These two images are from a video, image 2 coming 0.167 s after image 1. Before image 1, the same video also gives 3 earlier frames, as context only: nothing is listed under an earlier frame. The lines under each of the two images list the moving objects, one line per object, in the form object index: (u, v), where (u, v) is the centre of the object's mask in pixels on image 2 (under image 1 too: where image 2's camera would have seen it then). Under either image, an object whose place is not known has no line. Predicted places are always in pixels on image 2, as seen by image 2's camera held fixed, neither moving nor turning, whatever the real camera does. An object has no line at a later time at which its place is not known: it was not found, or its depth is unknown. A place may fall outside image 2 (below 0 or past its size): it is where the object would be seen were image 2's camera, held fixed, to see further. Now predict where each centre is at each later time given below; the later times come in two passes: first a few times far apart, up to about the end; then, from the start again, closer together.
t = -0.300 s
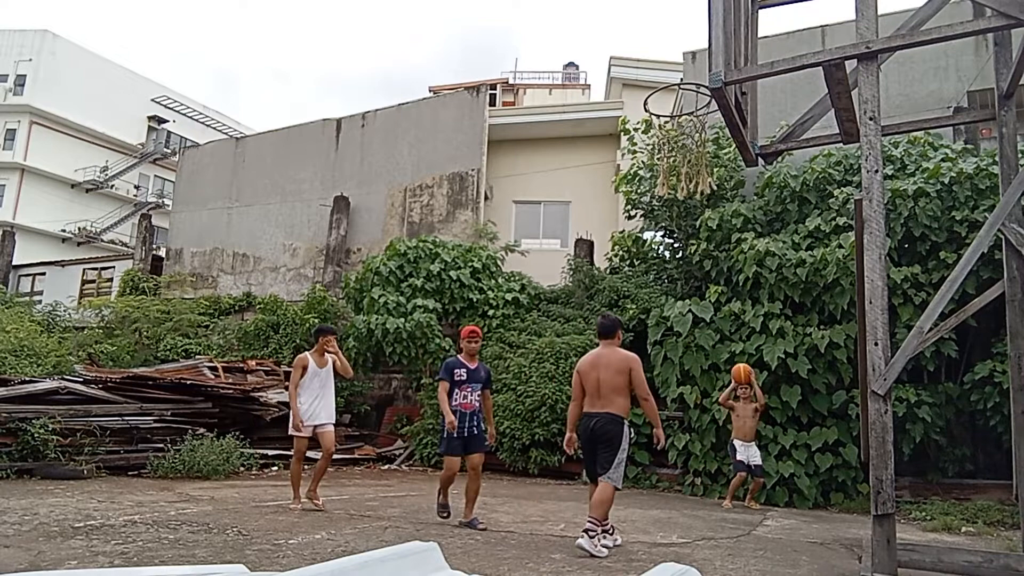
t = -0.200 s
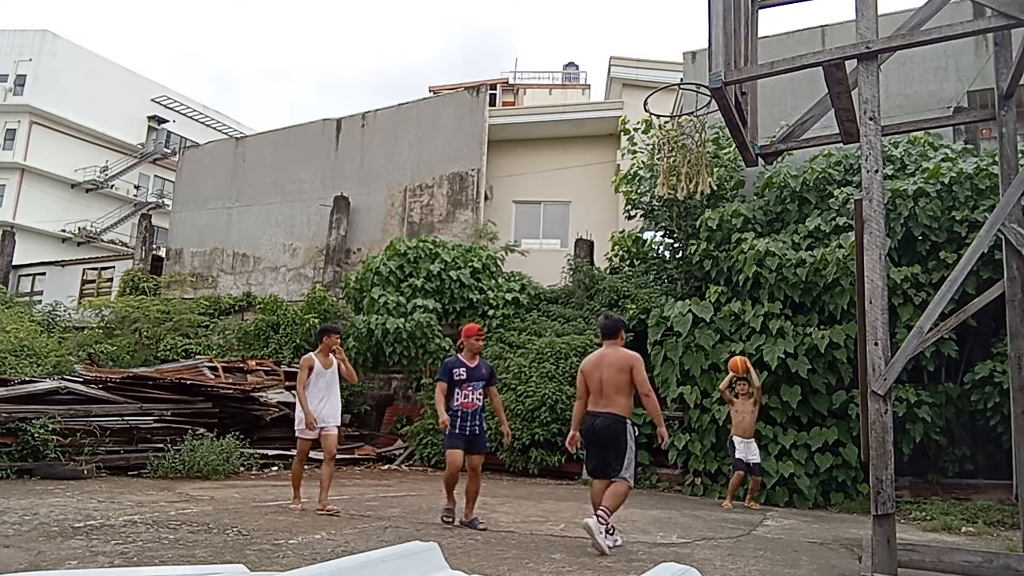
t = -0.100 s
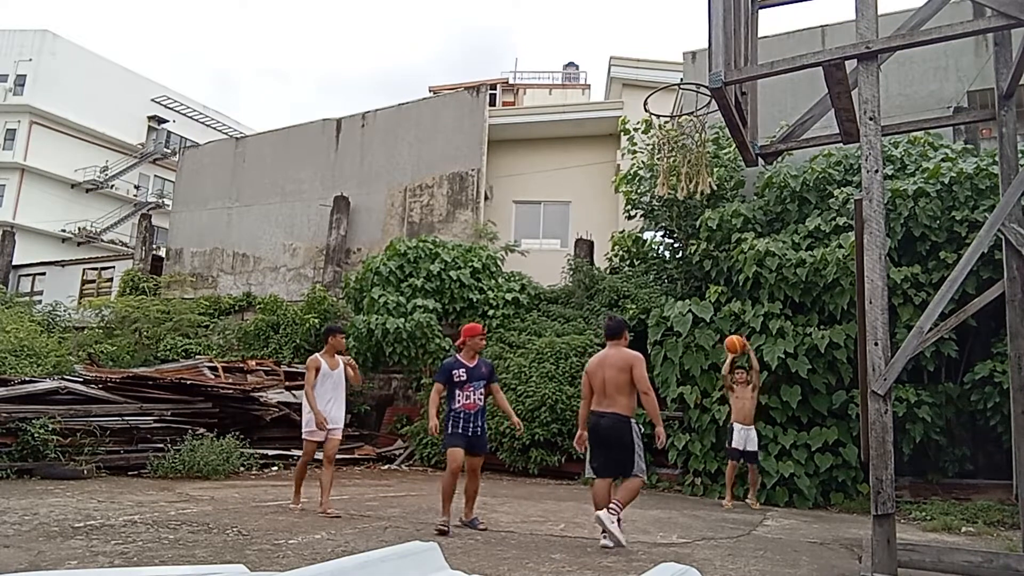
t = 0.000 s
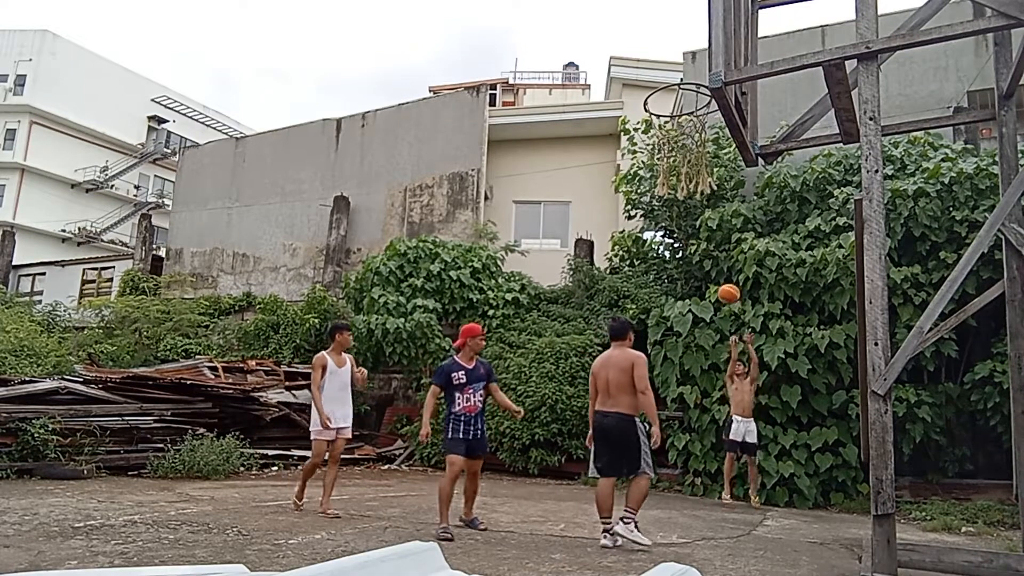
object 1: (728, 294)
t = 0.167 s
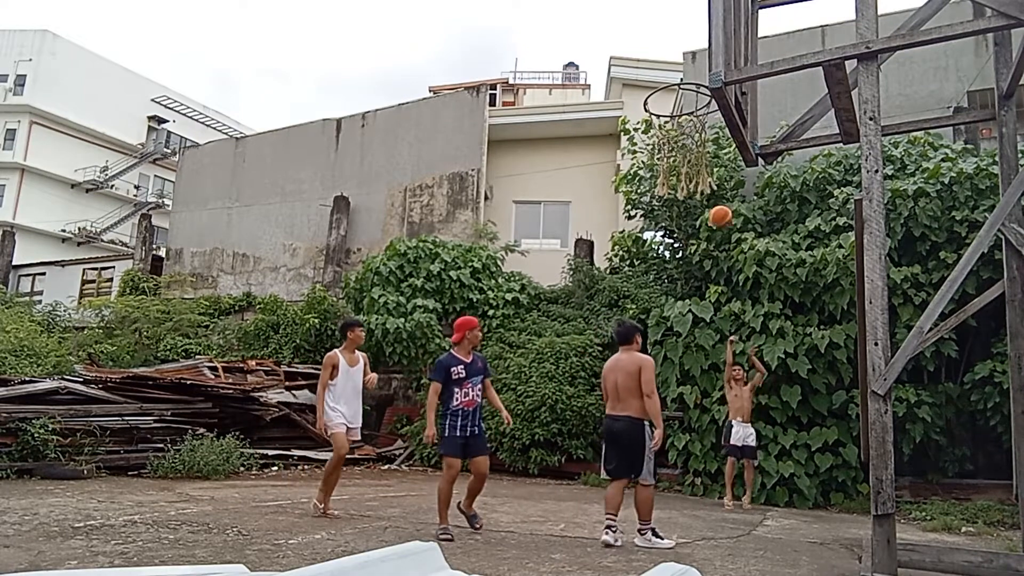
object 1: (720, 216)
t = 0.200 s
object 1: (718, 202)
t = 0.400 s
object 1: (709, 131)
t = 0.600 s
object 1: (693, 83)
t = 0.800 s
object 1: (675, 70)
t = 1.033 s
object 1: (690, 63)
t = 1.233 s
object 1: (689, 67)
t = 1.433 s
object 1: (666, 94)
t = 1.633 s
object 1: (680, 104)
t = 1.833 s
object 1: (699, 148)
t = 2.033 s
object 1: (705, 234)
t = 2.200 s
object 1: (711, 356)
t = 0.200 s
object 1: (718, 202)
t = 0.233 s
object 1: (717, 189)
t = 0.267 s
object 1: (717, 175)
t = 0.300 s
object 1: (714, 164)
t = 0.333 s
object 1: (712, 152)
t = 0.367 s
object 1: (709, 141)
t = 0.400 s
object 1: (709, 131)
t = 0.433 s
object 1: (704, 121)
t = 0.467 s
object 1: (704, 112)
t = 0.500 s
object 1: (700, 103)
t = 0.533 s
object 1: (697, 97)
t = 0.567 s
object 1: (695, 90)
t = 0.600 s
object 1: (693, 83)
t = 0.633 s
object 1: (691, 78)
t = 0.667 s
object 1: (688, 75)
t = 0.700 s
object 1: (684, 72)
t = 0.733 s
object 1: (681, 69)
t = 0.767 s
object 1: (678, 69)
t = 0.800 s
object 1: (675, 70)
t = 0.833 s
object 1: (671, 72)
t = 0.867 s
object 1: (667, 76)
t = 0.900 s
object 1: (663, 82)
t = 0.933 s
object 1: (664, 83)
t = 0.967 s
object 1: (672, 75)
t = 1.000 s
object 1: (682, 68)
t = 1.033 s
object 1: (690, 63)
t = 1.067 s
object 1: (696, 60)
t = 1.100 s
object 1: (700, 58)
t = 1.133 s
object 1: (700, 58)
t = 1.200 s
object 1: (693, 63)
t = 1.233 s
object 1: (689, 67)
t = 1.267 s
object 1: (683, 74)
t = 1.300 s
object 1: (677, 82)
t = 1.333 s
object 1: (671, 92)
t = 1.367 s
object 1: (666, 99)
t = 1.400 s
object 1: (667, 96)
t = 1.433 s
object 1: (666, 94)
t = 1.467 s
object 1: (666, 94)
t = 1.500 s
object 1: (666, 95)
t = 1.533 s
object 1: (666, 96)
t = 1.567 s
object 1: (670, 98)
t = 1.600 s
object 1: (676, 101)
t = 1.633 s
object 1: (680, 104)
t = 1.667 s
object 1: (685, 111)
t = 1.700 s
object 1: (690, 118)
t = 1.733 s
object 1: (694, 124)
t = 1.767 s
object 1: (696, 131)
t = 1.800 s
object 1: (698, 138)
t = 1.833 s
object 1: (699, 148)
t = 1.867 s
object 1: (700, 159)
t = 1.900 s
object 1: (701, 171)
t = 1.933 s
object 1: (702, 185)
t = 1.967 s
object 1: (702, 199)
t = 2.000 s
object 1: (704, 216)
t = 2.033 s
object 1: (705, 234)
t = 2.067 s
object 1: (706, 255)
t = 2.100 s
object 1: (706, 277)
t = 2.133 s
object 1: (708, 301)
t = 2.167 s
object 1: (709, 327)
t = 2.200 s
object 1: (711, 356)
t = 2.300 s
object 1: (714, 451)
